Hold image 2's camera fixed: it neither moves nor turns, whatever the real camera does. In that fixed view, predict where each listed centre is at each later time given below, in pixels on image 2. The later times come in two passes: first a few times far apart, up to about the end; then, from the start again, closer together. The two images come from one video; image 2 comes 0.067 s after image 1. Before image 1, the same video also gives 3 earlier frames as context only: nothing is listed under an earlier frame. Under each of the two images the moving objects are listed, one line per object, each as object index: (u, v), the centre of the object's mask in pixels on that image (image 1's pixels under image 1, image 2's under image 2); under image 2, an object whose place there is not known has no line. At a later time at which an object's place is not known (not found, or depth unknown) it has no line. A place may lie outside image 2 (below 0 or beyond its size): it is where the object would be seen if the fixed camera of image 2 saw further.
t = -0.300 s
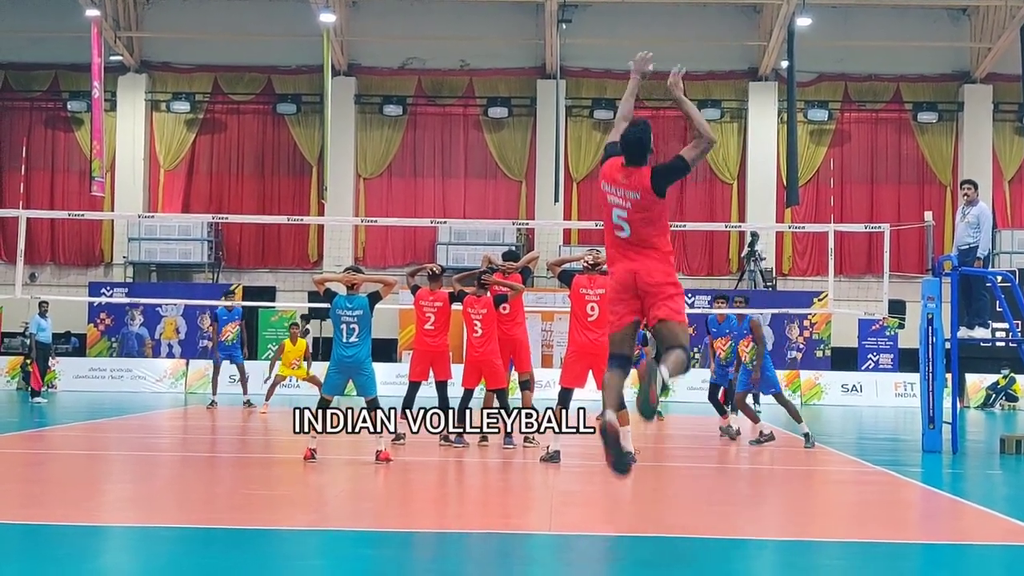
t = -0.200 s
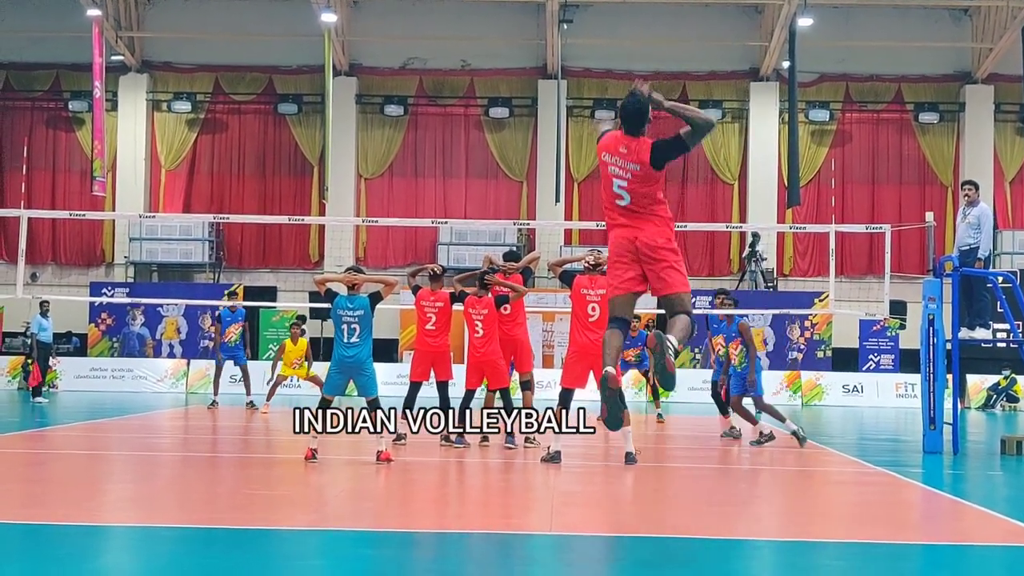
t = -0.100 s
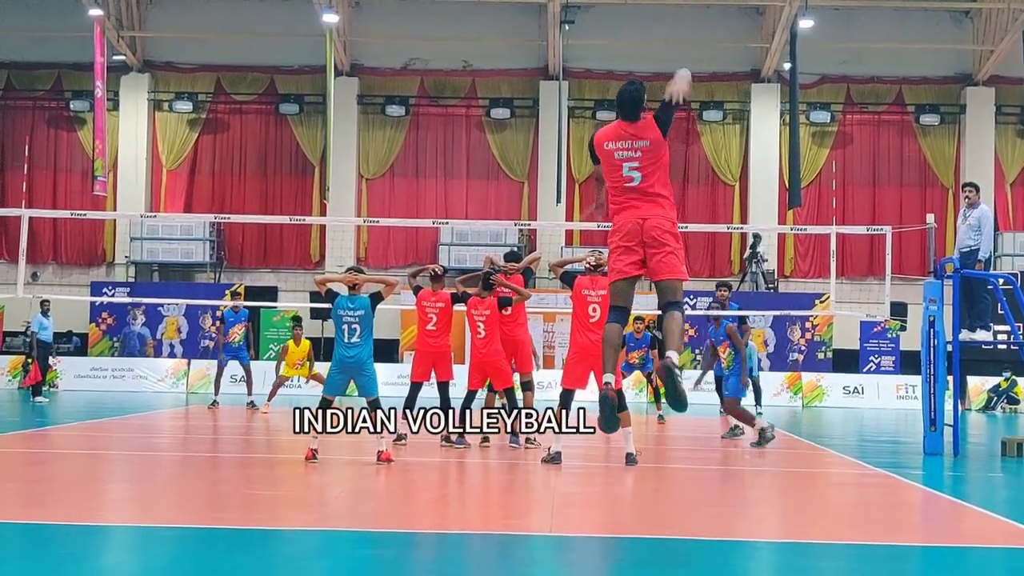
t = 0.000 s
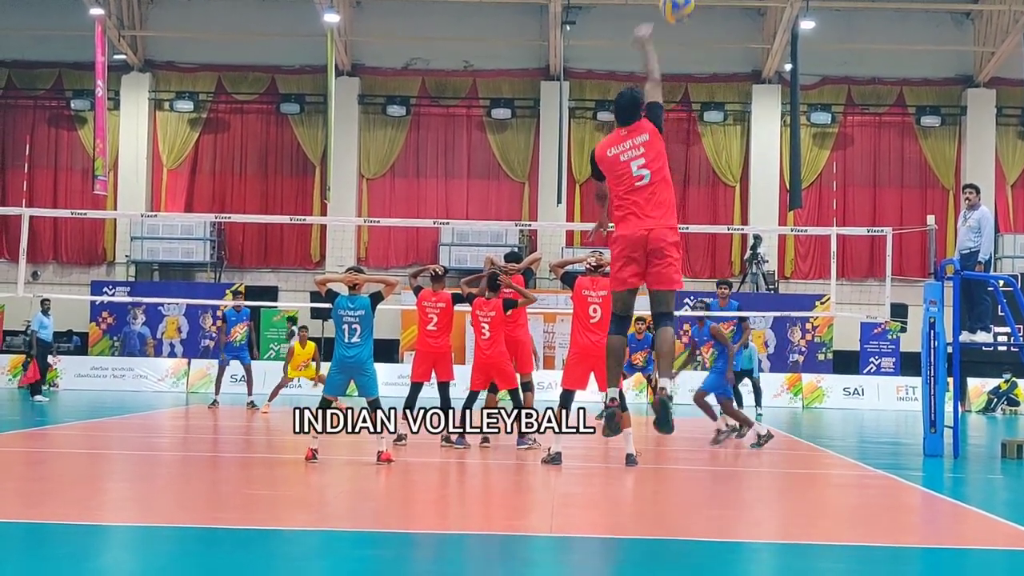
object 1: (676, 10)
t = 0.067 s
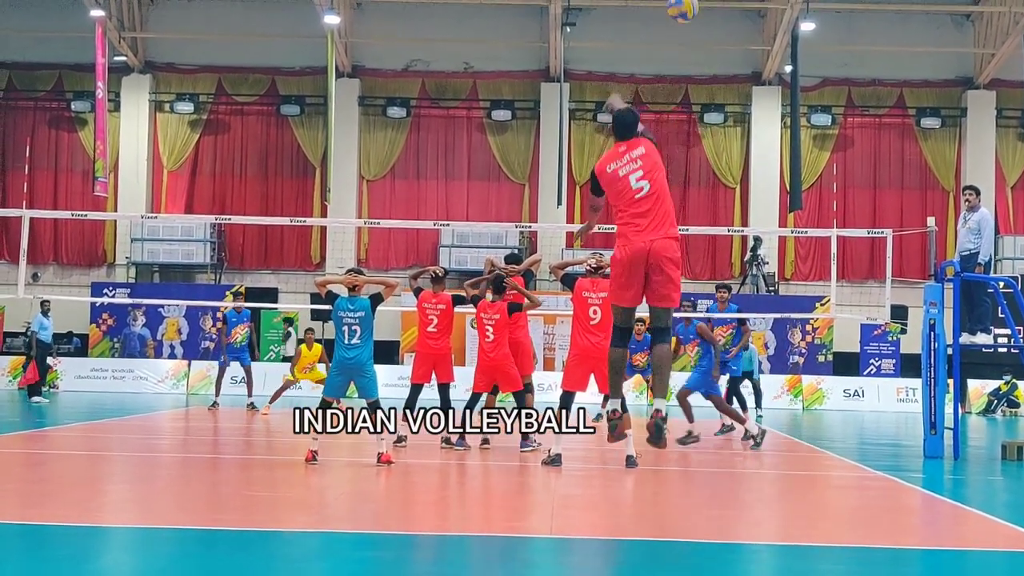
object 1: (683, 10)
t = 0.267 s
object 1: (695, 45)
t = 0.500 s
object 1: (706, 136)
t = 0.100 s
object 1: (685, 12)
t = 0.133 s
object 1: (687, 15)
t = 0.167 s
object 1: (690, 22)
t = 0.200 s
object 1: (691, 26)
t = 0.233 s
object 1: (693, 35)
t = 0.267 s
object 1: (695, 45)
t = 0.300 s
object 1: (698, 62)
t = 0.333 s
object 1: (699, 75)
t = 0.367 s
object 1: (701, 87)
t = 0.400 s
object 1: (703, 101)
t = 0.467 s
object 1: (705, 129)
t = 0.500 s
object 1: (706, 136)
